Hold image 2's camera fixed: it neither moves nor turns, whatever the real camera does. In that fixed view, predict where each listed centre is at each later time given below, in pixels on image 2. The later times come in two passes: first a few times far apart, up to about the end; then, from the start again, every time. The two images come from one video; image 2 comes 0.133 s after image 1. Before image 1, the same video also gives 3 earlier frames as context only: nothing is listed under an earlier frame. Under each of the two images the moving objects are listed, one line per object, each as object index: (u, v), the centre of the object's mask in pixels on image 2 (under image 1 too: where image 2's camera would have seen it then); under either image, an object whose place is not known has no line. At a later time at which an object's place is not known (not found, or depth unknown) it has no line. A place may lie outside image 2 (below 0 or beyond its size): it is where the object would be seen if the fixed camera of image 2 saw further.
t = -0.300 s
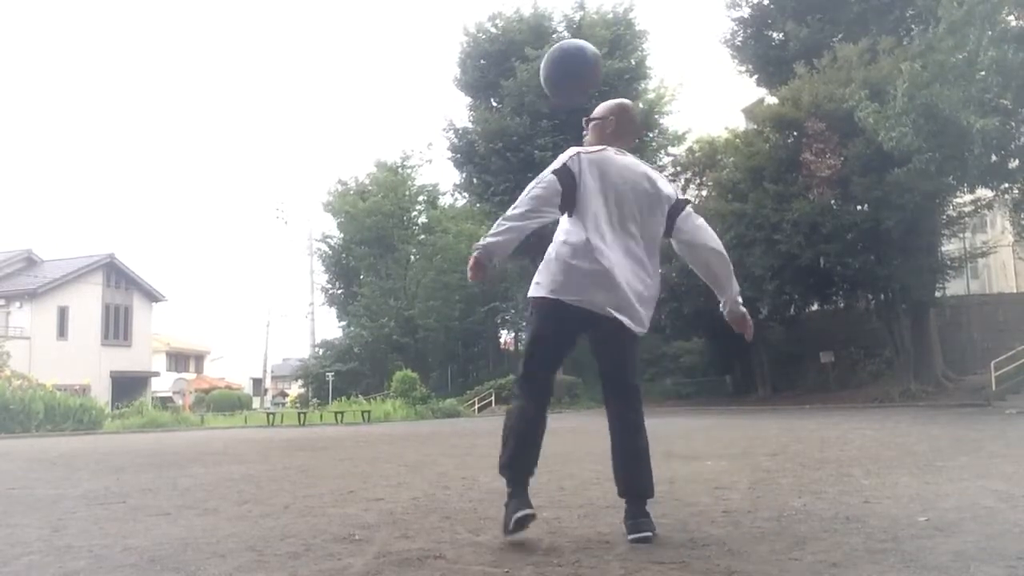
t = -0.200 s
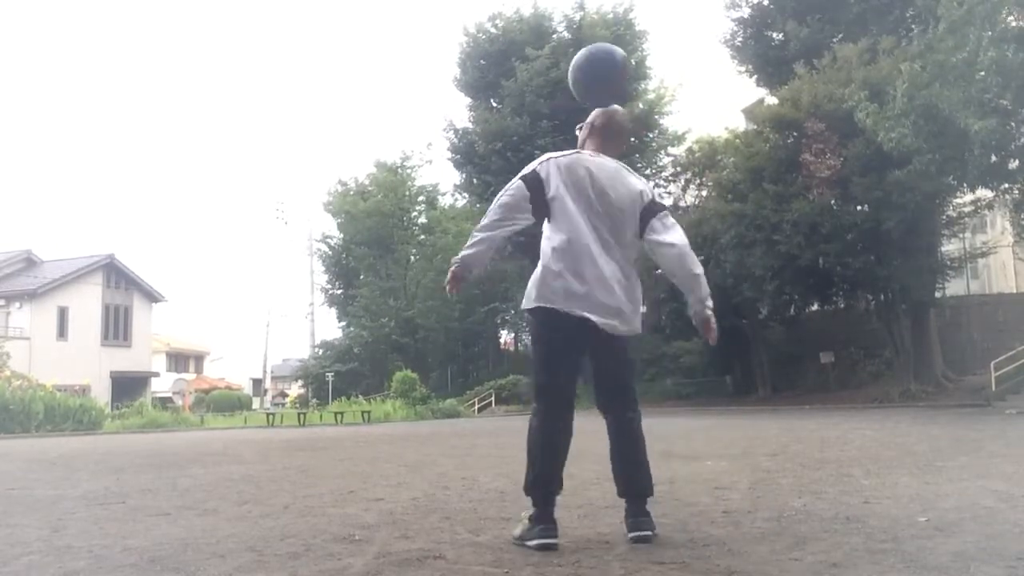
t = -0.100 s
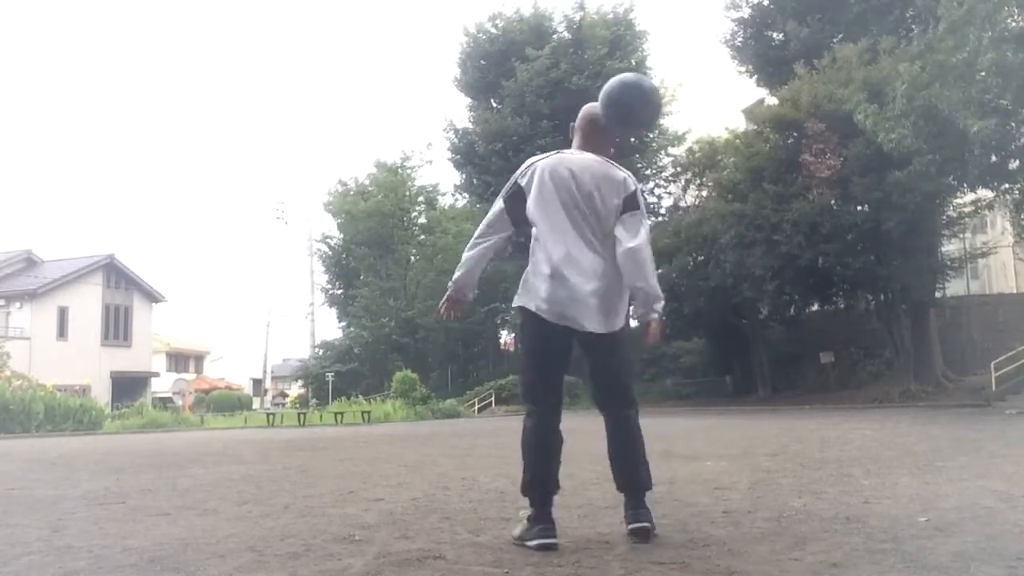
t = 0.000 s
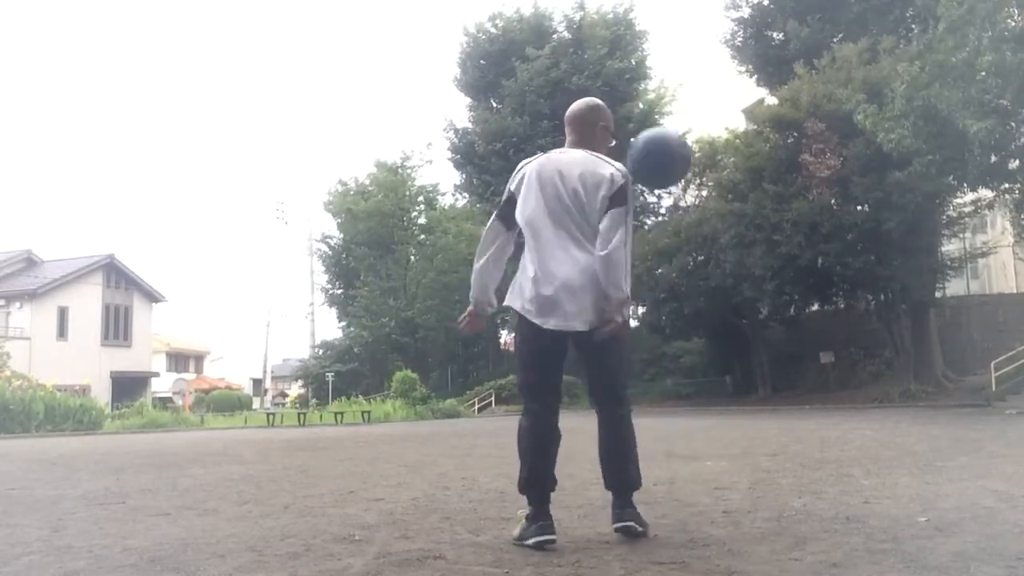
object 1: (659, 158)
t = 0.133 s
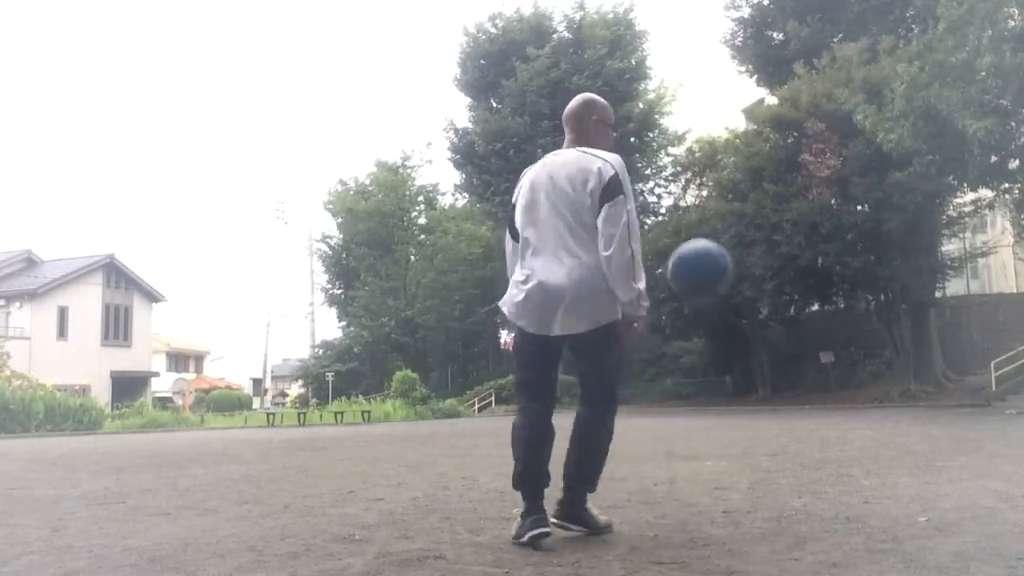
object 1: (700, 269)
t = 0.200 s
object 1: (723, 342)
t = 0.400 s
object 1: (774, 399)
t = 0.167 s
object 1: (711, 306)
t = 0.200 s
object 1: (723, 342)
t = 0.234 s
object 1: (734, 384)
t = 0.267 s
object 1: (746, 429)
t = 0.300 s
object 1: (758, 478)
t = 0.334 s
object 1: (767, 490)
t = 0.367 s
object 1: (770, 443)
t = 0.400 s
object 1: (774, 399)
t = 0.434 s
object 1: (777, 361)
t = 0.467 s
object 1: (782, 329)
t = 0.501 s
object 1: (787, 301)
